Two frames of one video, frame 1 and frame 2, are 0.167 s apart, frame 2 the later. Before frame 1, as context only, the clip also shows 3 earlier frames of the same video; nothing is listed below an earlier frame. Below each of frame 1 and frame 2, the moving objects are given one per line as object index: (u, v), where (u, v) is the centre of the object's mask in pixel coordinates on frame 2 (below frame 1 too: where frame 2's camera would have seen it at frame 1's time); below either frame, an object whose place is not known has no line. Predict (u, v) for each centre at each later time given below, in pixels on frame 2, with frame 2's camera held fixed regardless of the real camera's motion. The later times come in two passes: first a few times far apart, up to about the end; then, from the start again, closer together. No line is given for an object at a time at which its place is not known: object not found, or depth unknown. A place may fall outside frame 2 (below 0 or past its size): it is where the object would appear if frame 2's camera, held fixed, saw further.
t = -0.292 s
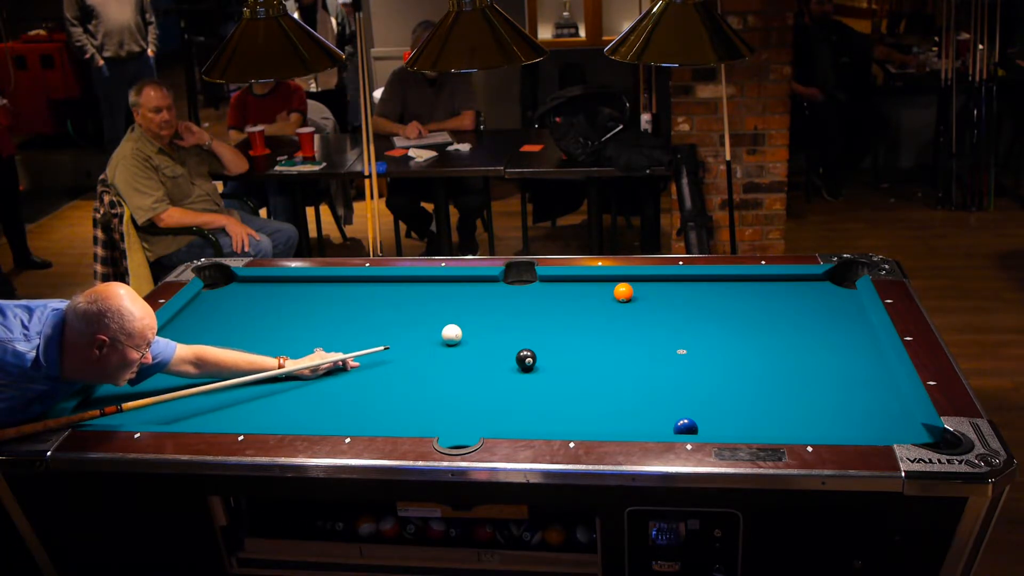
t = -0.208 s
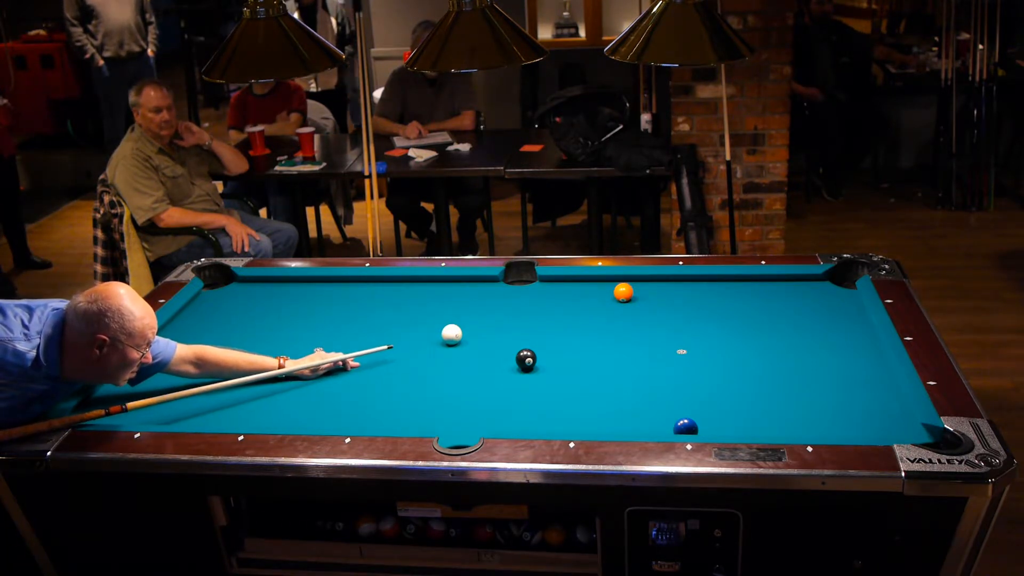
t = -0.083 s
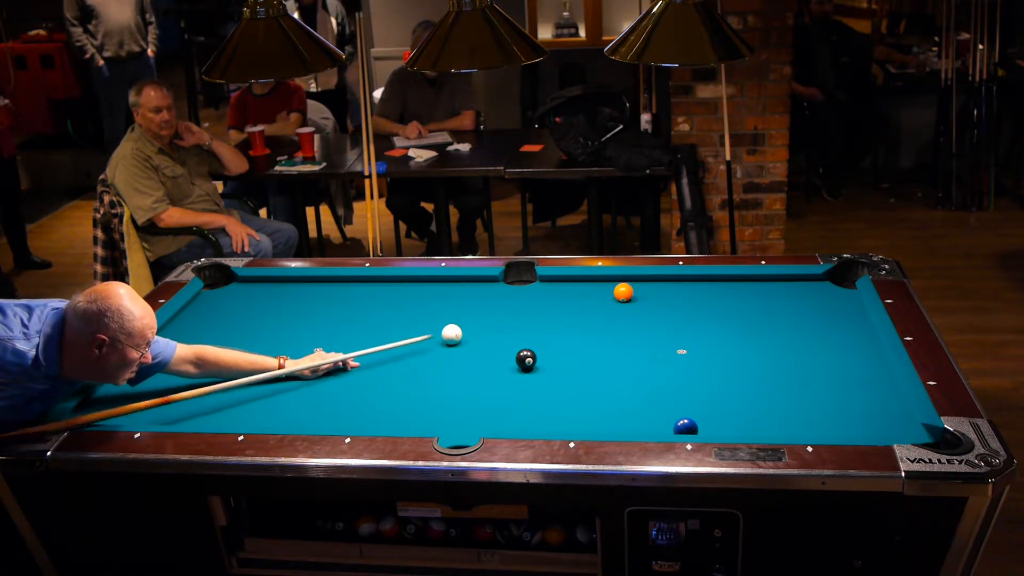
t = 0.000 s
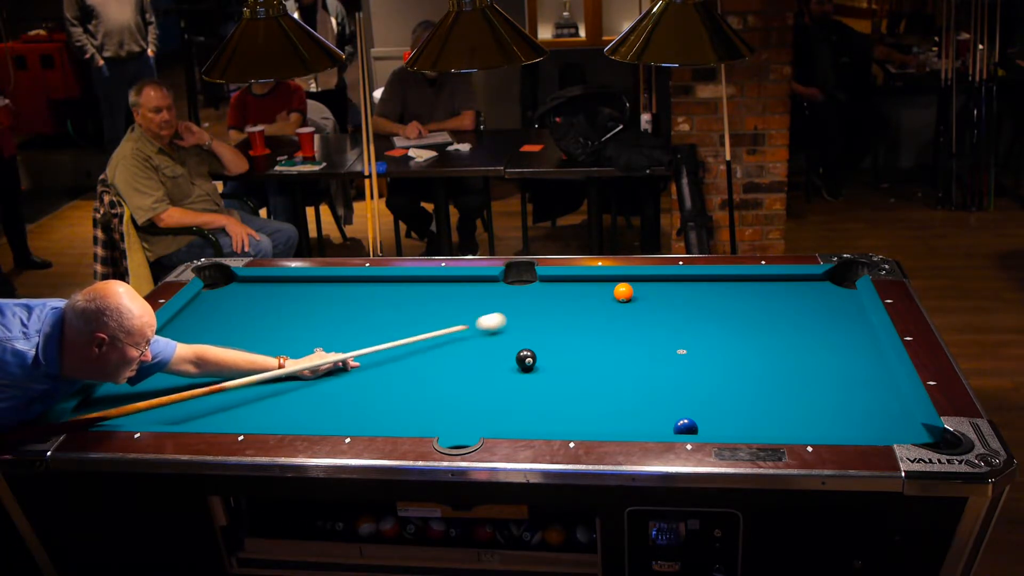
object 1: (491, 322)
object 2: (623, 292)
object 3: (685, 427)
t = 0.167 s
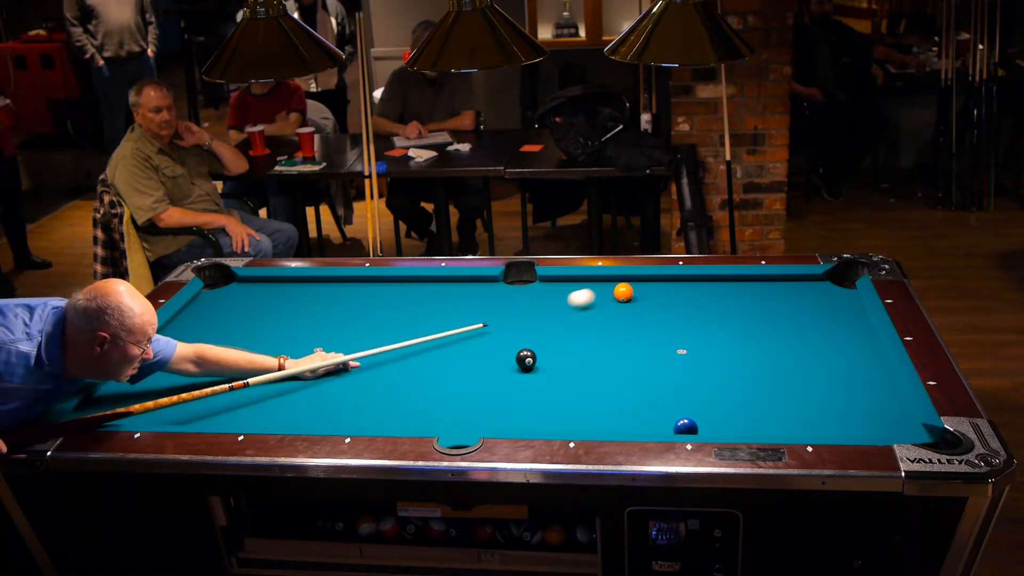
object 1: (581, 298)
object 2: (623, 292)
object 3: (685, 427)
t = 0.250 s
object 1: (605, 288)
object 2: (642, 291)
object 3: (685, 427)
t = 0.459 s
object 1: (610, 288)
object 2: (722, 288)
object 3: (685, 427)
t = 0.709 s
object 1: (618, 303)
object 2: (804, 284)
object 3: (685, 427)
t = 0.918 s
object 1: (624, 315)
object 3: (685, 427)
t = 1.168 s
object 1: (631, 330)
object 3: (685, 427)
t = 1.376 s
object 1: (637, 342)
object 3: (685, 427)
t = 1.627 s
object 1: (645, 357)
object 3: (685, 427)
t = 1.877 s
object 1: (653, 371)
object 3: (685, 427)
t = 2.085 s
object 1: (659, 383)
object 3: (685, 427)
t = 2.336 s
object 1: (666, 397)
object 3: (686, 427)
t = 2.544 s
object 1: (672, 409)
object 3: (686, 427)
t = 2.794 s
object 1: (674, 417)
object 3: (688, 428)
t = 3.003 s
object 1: (672, 420)
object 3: (691, 427)
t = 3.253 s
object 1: (671, 420)
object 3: (694, 427)
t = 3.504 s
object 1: (670, 420)
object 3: (695, 427)
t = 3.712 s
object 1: (671, 420)
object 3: (696, 427)
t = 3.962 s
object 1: (670, 420)
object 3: (696, 427)
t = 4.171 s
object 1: (670, 420)
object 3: (696, 427)
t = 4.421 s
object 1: (670, 420)
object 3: (696, 427)
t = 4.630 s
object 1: (670, 420)
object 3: (696, 427)
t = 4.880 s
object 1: (670, 419)
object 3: (696, 427)
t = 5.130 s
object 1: (670, 419)
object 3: (696, 427)
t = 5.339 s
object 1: (670, 419)
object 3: (696, 427)
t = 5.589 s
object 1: (670, 419)
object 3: (696, 427)
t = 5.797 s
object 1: (670, 420)
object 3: (696, 427)
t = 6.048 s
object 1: (670, 420)
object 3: (696, 427)
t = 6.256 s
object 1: (670, 420)
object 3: (696, 427)
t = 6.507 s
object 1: (670, 420)
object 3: (696, 427)
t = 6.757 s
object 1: (670, 420)
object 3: (696, 427)
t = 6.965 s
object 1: (670, 420)
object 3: (696, 427)
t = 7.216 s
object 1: (670, 420)
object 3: (696, 427)
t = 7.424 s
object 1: (670, 420)
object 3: (696, 427)
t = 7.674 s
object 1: (670, 420)
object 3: (696, 427)
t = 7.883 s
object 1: (670, 420)
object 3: (696, 427)
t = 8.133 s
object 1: (670, 420)
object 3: (696, 427)
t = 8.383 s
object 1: (670, 420)
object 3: (696, 427)
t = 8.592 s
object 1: (670, 419)
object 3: (696, 427)
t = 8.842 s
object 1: (670, 419)
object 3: (696, 427)
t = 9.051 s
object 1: (670, 420)
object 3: (696, 427)
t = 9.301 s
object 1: (670, 420)
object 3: (696, 427)
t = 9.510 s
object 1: (670, 420)
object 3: (696, 427)
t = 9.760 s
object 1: (670, 420)
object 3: (696, 427)
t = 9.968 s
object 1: (670, 420)
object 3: (696, 427)
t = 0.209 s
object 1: (601, 293)
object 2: (624, 292)
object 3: (685, 427)
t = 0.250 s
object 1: (605, 288)
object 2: (642, 291)
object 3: (685, 427)
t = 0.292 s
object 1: (607, 284)
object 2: (660, 290)
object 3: (685, 427)
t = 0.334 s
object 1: (609, 280)
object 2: (678, 289)
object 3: (685, 427)
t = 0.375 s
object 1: (609, 282)
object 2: (694, 289)
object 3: (685, 427)
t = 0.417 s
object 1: (610, 285)
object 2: (708, 288)
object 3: (685, 427)
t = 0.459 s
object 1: (610, 288)
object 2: (722, 288)
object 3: (685, 427)
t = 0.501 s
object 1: (611, 291)
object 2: (736, 287)
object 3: (685, 427)
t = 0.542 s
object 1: (613, 293)
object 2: (750, 286)
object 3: (685, 427)
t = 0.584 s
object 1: (614, 296)
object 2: (764, 286)
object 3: (685, 427)
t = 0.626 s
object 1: (615, 298)
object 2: (777, 285)
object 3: (685, 427)
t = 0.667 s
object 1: (616, 300)
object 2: (791, 285)
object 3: (685, 427)
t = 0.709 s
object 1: (618, 303)
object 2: (804, 284)
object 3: (685, 427)
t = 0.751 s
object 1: (619, 305)
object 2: (818, 283)
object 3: (685, 427)
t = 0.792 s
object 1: (620, 307)
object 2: (832, 283)
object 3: (685, 427)
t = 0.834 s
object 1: (621, 310)
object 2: (844, 282)
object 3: (685, 427)
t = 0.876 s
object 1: (623, 312)
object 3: (685, 427)
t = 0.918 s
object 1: (624, 315)
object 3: (685, 427)
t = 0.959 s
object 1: (625, 317)
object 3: (685, 427)
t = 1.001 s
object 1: (626, 320)
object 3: (685, 427)
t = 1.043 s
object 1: (628, 322)
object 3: (685, 427)
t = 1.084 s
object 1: (629, 325)
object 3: (685, 427)
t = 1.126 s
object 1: (630, 327)
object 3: (685, 427)
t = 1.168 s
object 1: (631, 330)
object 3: (685, 427)
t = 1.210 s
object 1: (632, 332)
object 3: (685, 427)
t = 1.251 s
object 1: (634, 334)
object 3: (685, 427)
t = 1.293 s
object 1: (635, 337)
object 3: (685, 427)
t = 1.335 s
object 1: (636, 339)
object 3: (685, 427)
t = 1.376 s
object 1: (637, 342)
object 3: (685, 427)
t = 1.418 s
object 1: (639, 344)
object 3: (685, 427)
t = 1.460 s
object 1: (640, 347)
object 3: (685, 427)
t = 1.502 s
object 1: (641, 349)
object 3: (685, 427)
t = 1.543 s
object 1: (642, 352)
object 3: (685, 427)
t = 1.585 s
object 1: (644, 354)
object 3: (685, 427)
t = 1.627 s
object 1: (645, 357)
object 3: (685, 427)
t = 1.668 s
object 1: (646, 359)
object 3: (685, 427)
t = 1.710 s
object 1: (648, 361)
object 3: (685, 427)
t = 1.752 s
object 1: (649, 364)
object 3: (685, 427)
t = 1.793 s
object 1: (650, 366)
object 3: (685, 427)
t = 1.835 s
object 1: (651, 369)
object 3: (685, 427)
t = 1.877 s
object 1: (653, 371)
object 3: (685, 427)
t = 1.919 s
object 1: (654, 374)
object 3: (685, 427)
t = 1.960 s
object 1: (655, 376)
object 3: (685, 427)
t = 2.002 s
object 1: (656, 378)
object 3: (685, 427)
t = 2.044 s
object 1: (658, 381)
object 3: (685, 427)
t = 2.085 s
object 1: (659, 383)
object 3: (685, 427)
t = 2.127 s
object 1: (660, 385)
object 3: (685, 427)
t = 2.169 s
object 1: (661, 388)
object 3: (685, 427)
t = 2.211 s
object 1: (662, 390)
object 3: (685, 427)
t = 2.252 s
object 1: (664, 393)
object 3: (685, 427)
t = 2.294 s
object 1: (665, 395)
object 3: (686, 427)
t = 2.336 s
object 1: (666, 397)
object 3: (686, 427)
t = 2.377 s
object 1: (667, 400)
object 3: (685, 427)
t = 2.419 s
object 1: (668, 402)
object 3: (685, 427)
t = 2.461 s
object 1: (670, 404)
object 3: (685, 427)
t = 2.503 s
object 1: (671, 406)
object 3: (685, 427)
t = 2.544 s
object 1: (672, 409)
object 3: (686, 427)
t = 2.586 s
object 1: (672, 411)
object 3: (686, 427)
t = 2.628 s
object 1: (673, 412)
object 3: (686, 427)
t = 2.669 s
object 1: (674, 414)
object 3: (686, 427)
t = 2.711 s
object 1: (674, 415)
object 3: (686, 427)
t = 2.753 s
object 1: (674, 416)
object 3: (687, 428)
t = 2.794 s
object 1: (674, 417)
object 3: (688, 428)
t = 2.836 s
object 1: (674, 418)
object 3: (688, 428)
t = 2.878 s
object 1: (673, 419)
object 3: (689, 428)
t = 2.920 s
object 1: (673, 419)
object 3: (689, 427)
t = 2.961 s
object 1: (673, 420)
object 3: (690, 427)
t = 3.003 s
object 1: (672, 420)
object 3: (691, 427)
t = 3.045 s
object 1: (672, 420)
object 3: (691, 427)
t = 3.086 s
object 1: (672, 420)
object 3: (692, 427)
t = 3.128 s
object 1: (672, 420)
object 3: (693, 427)
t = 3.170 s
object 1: (672, 420)
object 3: (694, 427)
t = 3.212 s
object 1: (671, 420)
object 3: (694, 427)
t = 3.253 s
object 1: (671, 420)
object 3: (694, 427)
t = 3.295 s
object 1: (671, 420)
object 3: (694, 427)
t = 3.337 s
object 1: (670, 420)
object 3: (695, 427)
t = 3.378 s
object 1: (670, 420)
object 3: (695, 427)
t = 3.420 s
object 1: (670, 420)
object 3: (695, 427)
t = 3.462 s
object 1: (670, 420)
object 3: (695, 427)
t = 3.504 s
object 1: (670, 420)
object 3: (695, 427)
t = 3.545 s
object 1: (670, 420)
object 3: (696, 427)
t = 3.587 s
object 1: (670, 420)
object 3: (696, 427)
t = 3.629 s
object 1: (671, 420)
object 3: (696, 427)
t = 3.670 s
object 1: (671, 420)
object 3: (696, 427)
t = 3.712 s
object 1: (671, 420)
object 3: (696, 427)
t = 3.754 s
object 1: (670, 420)
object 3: (696, 427)
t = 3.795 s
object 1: (671, 420)
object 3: (696, 427)
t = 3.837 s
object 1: (671, 420)
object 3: (696, 427)
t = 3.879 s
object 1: (671, 420)
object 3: (696, 427)
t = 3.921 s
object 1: (670, 420)
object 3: (696, 427)
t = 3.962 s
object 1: (670, 420)
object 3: (696, 427)
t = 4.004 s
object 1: (670, 420)
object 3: (696, 427)
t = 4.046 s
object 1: (670, 420)
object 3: (696, 427)
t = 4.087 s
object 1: (670, 420)
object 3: (696, 427)
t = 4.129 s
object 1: (670, 420)
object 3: (696, 427)
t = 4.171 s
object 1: (670, 420)
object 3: (696, 427)
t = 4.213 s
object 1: (670, 420)
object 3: (696, 427)
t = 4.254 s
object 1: (670, 420)
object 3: (696, 427)
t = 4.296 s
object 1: (670, 420)
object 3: (696, 427)
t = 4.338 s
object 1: (670, 420)
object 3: (696, 427)
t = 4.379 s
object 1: (670, 420)
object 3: (696, 427)
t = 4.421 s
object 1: (670, 420)
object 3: (696, 427)
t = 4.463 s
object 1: (670, 420)
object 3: (696, 427)
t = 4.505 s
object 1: (670, 420)
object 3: (696, 427)
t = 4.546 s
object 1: (670, 420)
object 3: (696, 427)
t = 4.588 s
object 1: (670, 420)
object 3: (696, 427)
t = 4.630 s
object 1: (670, 420)
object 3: (696, 427)
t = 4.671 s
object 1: (670, 420)
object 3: (696, 427)
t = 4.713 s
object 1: (670, 419)
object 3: (696, 427)
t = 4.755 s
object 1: (670, 419)
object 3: (696, 427)
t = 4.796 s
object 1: (670, 419)
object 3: (696, 427)
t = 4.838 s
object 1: (670, 419)
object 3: (696, 427)
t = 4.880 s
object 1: (670, 419)
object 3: (696, 427)
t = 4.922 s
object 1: (670, 419)
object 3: (696, 427)
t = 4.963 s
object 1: (670, 419)
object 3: (696, 427)
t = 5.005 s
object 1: (670, 419)
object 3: (696, 427)
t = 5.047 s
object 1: (670, 419)
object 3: (696, 427)
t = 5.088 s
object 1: (670, 419)
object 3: (696, 427)
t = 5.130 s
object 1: (670, 419)
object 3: (696, 427)
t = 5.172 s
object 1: (670, 419)
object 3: (696, 427)
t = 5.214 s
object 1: (670, 419)
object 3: (696, 427)
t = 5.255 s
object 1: (670, 419)
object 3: (696, 427)
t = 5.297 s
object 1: (670, 419)
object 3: (696, 427)
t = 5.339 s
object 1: (670, 419)
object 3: (696, 427)
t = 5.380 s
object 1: (670, 419)
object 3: (696, 427)
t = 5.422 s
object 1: (670, 419)
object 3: (696, 427)
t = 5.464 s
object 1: (670, 419)
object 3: (696, 427)
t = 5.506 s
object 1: (670, 419)
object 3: (696, 427)
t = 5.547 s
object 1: (670, 419)
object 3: (696, 427)
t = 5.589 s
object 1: (670, 419)
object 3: (696, 427)
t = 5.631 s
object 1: (670, 419)
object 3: (696, 427)
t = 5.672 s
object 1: (670, 419)
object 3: (696, 427)
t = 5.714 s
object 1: (670, 420)
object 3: (696, 427)
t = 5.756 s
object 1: (670, 420)
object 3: (696, 427)
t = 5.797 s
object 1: (670, 420)
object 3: (696, 427)
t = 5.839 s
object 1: (670, 420)
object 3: (696, 427)
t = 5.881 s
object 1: (670, 420)
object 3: (696, 427)
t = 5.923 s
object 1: (670, 420)
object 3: (696, 427)
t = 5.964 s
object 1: (670, 420)
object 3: (696, 427)
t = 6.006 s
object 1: (670, 420)
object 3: (696, 427)
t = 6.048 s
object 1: (670, 420)
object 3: (696, 427)
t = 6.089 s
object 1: (670, 420)
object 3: (696, 427)
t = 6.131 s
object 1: (670, 420)
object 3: (696, 427)
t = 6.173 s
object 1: (670, 420)
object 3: (696, 427)
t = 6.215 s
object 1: (670, 420)
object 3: (696, 427)
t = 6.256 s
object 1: (670, 420)
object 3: (696, 427)
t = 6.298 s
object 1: (670, 420)
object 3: (696, 427)
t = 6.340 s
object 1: (670, 420)
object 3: (696, 427)
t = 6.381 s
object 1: (670, 420)
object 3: (696, 427)
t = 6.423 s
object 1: (670, 420)
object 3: (696, 427)
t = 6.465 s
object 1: (670, 420)
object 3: (696, 427)
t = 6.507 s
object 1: (670, 420)
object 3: (696, 427)
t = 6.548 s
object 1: (670, 420)
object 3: (696, 427)
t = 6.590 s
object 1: (670, 420)
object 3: (696, 427)
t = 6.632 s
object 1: (670, 420)
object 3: (696, 427)
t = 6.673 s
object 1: (670, 420)
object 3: (696, 427)
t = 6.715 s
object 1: (670, 420)
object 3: (696, 427)
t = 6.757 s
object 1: (670, 420)
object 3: (696, 427)
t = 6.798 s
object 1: (670, 420)
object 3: (696, 427)
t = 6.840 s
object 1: (670, 420)
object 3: (696, 427)
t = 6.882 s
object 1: (670, 420)
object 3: (696, 427)
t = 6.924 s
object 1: (670, 420)
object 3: (696, 427)
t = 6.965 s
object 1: (670, 420)
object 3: (696, 427)
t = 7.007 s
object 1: (670, 420)
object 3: (696, 427)
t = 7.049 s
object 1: (670, 420)
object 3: (696, 427)
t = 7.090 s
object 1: (670, 420)
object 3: (696, 427)
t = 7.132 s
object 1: (670, 420)
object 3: (697, 427)
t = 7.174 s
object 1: (670, 420)
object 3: (697, 427)
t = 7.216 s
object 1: (670, 420)
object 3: (696, 427)
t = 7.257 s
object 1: (670, 420)
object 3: (696, 427)
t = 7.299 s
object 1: (670, 420)
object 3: (696, 427)
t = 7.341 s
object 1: (670, 420)
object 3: (696, 427)
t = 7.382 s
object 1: (670, 420)
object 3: (696, 427)
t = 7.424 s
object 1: (670, 420)
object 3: (696, 427)
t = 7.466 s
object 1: (670, 420)
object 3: (696, 427)
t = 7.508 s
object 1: (670, 420)
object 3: (696, 427)
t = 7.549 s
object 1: (670, 420)
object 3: (696, 427)
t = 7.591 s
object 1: (670, 420)
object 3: (696, 427)
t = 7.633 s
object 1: (670, 420)
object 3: (696, 427)
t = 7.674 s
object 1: (670, 420)
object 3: (696, 427)
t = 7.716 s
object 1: (670, 420)
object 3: (696, 427)
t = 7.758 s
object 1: (670, 419)
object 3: (696, 427)
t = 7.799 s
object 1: (670, 420)
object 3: (696, 427)
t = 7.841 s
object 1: (670, 420)
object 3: (696, 427)
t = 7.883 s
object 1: (670, 420)
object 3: (696, 427)
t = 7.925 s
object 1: (670, 420)
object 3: (696, 427)
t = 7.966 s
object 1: (670, 420)
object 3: (696, 427)
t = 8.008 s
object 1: (670, 420)
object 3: (696, 427)
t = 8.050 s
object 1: (670, 420)
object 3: (696, 427)
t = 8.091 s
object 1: (670, 420)
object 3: (696, 427)
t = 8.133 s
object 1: (670, 420)
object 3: (696, 427)
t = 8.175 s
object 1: (670, 420)
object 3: (696, 427)
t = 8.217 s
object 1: (670, 420)
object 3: (696, 427)
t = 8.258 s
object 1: (670, 420)
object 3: (697, 427)
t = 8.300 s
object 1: (670, 420)
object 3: (696, 427)
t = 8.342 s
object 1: (670, 419)
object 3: (696, 427)
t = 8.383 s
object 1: (670, 420)
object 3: (696, 427)
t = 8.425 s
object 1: (670, 420)
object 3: (696, 427)
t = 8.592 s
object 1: (670, 419)
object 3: (696, 427)
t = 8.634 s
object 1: (670, 419)
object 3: (696, 427)
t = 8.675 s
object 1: (670, 419)
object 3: (696, 427)
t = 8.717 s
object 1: (670, 419)
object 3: (696, 427)
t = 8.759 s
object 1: (670, 419)
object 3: (696, 427)
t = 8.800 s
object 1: (670, 419)
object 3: (696, 427)
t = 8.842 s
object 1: (670, 419)
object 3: (696, 427)
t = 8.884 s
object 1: (670, 419)
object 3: (696, 427)
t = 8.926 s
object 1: (670, 420)
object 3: (696, 427)
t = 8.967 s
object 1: (670, 420)
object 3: (696, 427)
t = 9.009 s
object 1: (670, 420)
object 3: (696, 427)
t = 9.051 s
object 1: (670, 420)
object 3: (696, 427)
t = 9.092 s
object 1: (670, 420)
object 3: (696, 427)
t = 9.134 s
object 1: (670, 420)
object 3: (696, 427)
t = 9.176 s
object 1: (670, 420)
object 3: (696, 427)
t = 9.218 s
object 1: (670, 420)
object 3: (696, 427)
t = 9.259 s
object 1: (670, 420)
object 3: (696, 427)
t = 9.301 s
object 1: (670, 420)
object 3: (696, 427)
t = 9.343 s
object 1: (670, 420)
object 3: (696, 427)
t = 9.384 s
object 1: (670, 420)
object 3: (696, 427)
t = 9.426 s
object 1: (670, 420)
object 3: (696, 427)
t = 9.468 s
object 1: (670, 420)
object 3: (696, 427)
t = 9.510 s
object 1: (670, 420)
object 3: (696, 427)
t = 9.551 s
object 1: (670, 420)
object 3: (696, 427)
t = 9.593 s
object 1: (670, 419)
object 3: (696, 427)
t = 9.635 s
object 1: (670, 420)
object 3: (696, 427)
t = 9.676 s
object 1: (670, 420)
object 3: (696, 427)
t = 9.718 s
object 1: (670, 420)
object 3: (696, 427)
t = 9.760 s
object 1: (670, 420)
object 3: (696, 427)
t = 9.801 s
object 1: (670, 420)
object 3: (696, 427)
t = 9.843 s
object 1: (670, 420)
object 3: (696, 427)
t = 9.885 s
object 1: (670, 420)
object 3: (696, 427)
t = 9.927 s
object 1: (670, 420)
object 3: (696, 427)
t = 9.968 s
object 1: (670, 420)
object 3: (696, 427)
